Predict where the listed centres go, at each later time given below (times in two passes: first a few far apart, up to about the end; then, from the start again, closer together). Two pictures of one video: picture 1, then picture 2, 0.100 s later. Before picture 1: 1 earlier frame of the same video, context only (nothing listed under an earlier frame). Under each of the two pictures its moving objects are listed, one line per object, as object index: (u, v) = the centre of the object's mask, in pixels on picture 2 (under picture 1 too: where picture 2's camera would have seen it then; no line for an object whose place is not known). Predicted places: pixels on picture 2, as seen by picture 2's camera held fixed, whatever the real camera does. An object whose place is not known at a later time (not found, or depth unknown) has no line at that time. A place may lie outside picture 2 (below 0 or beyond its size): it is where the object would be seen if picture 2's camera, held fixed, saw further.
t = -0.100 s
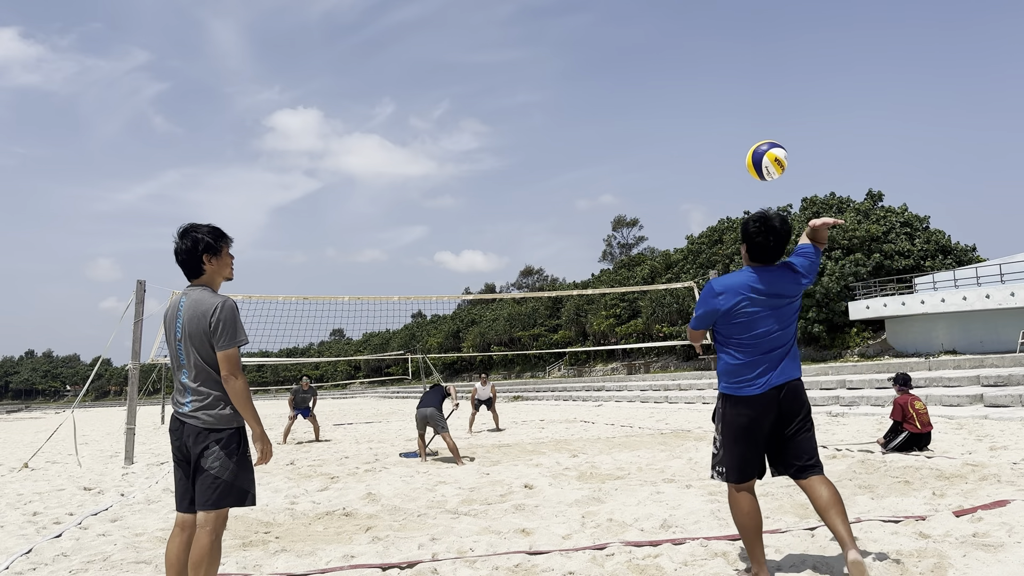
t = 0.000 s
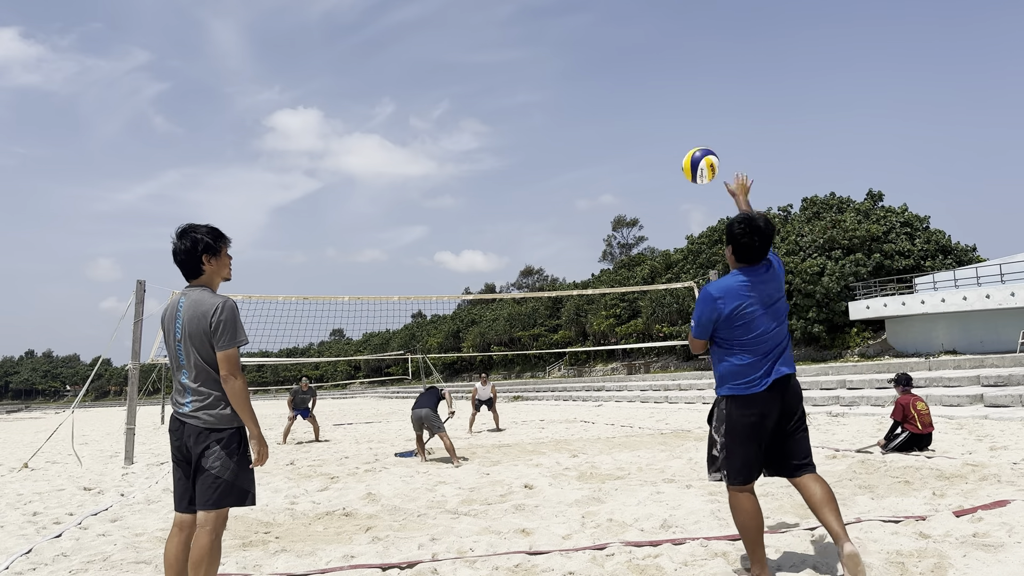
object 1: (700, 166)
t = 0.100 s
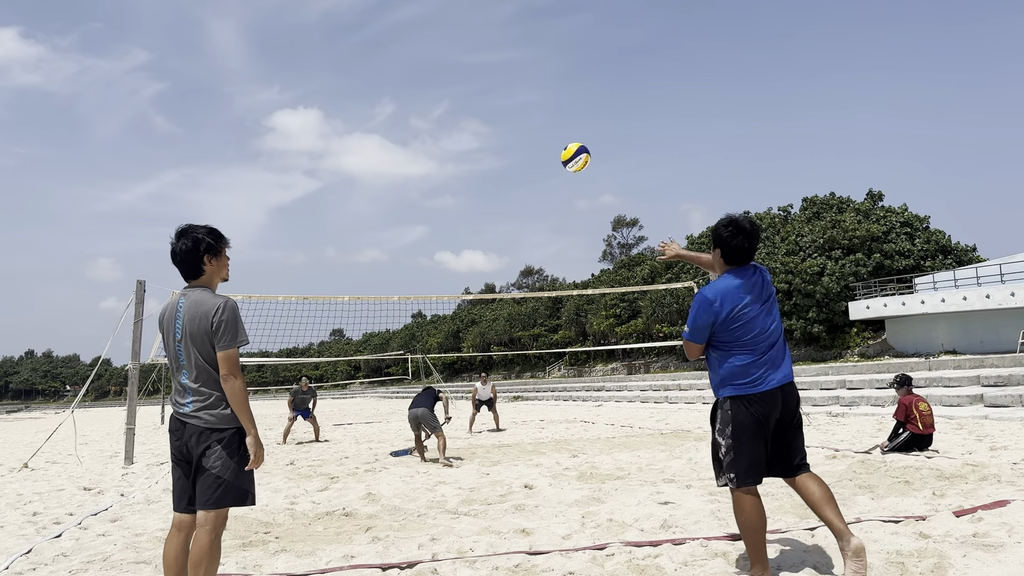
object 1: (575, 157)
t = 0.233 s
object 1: (471, 167)
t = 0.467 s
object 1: (367, 209)
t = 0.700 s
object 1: (307, 269)
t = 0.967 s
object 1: (265, 352)
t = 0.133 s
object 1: (545, 158)
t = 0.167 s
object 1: (517, 160)
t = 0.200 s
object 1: (493, 163)
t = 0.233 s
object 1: (471, 167)
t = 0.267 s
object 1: (452, 172)
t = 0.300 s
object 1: (434, 177)
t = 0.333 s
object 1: (418, 183)
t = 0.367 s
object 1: (404, 189)
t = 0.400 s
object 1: (391, 195)
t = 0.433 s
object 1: (379, 202)
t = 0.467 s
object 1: (367, 209)
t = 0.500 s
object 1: (357, 217)
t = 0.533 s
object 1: (347, 224)
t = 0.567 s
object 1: (338, 233)
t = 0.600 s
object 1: (330, 242)
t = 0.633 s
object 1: (322, 250)
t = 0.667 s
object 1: (314, 260)
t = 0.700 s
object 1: (307, 269)
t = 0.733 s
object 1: (301, 279)
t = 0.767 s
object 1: (295, 289)
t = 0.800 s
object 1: (289, 299)
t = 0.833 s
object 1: (284, 309)
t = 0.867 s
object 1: (278, 320)
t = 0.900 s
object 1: (274, 330)
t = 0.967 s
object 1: (265, 352)
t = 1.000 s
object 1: (260, 366)
